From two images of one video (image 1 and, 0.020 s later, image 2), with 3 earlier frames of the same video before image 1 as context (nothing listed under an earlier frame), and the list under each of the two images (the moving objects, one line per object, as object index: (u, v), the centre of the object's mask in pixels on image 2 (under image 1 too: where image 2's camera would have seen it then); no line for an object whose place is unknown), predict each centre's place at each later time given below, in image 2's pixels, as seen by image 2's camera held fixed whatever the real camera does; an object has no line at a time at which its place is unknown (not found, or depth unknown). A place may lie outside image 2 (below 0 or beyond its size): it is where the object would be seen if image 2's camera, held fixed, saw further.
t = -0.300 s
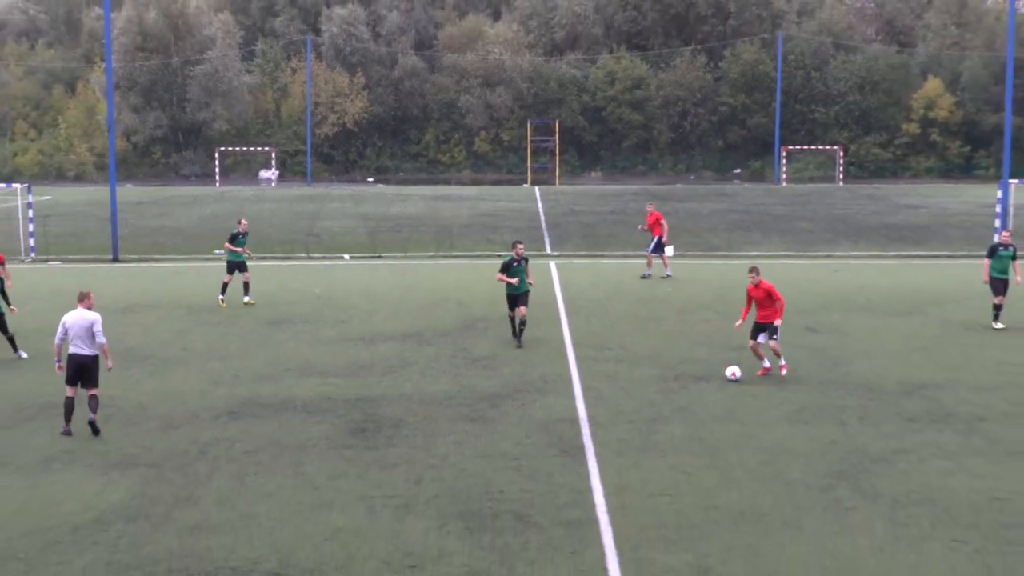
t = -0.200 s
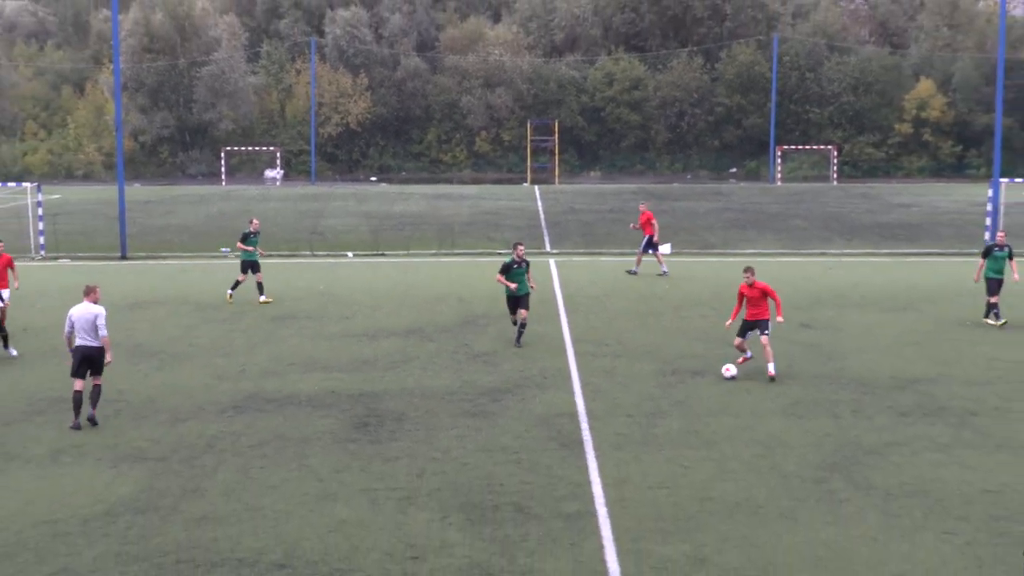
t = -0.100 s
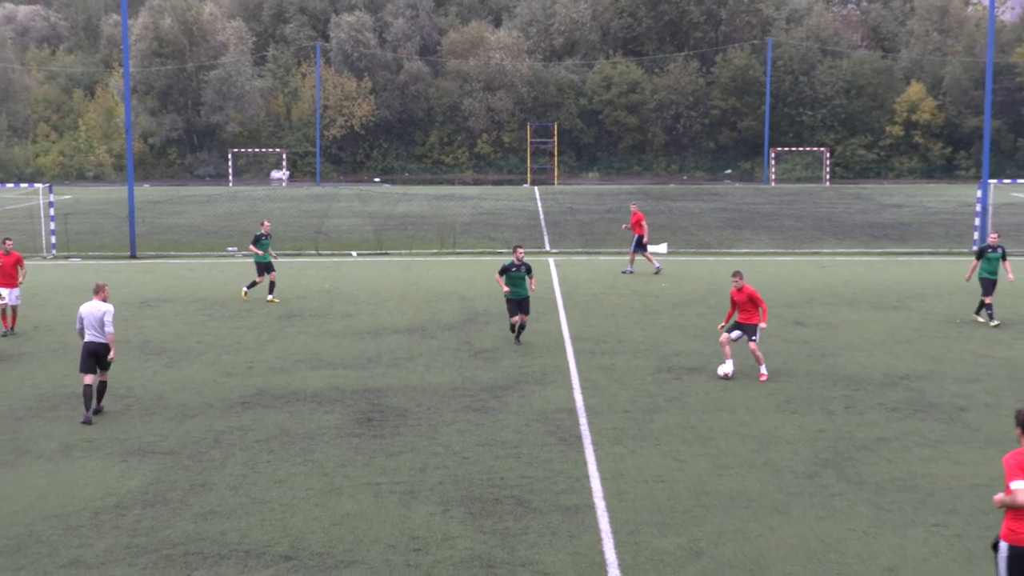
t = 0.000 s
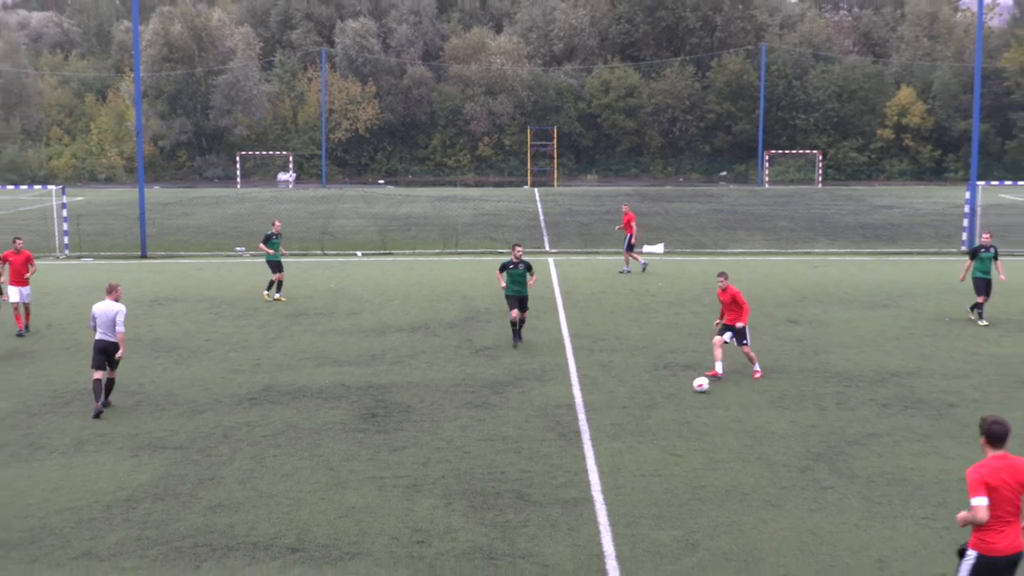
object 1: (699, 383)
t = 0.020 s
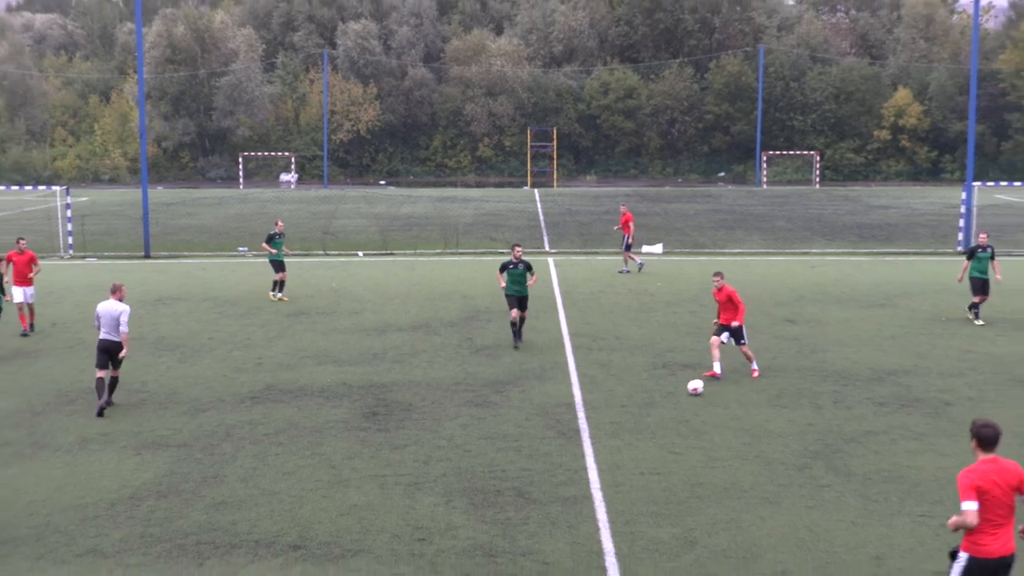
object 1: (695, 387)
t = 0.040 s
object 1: (691, 390)
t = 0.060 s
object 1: (687, 394)
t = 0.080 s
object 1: (682, 396)
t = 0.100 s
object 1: (678, 401)
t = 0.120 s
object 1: (673, 404)
